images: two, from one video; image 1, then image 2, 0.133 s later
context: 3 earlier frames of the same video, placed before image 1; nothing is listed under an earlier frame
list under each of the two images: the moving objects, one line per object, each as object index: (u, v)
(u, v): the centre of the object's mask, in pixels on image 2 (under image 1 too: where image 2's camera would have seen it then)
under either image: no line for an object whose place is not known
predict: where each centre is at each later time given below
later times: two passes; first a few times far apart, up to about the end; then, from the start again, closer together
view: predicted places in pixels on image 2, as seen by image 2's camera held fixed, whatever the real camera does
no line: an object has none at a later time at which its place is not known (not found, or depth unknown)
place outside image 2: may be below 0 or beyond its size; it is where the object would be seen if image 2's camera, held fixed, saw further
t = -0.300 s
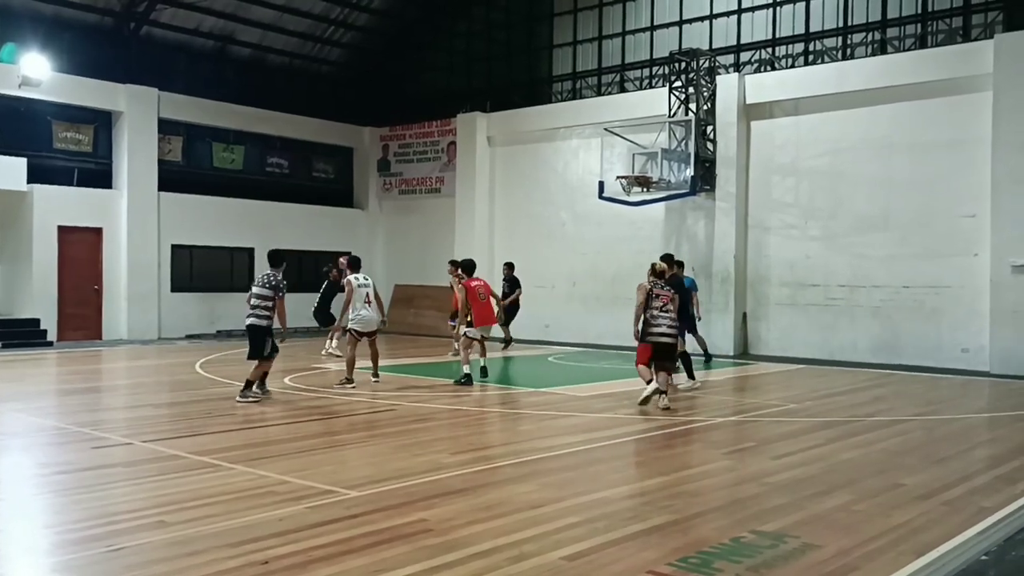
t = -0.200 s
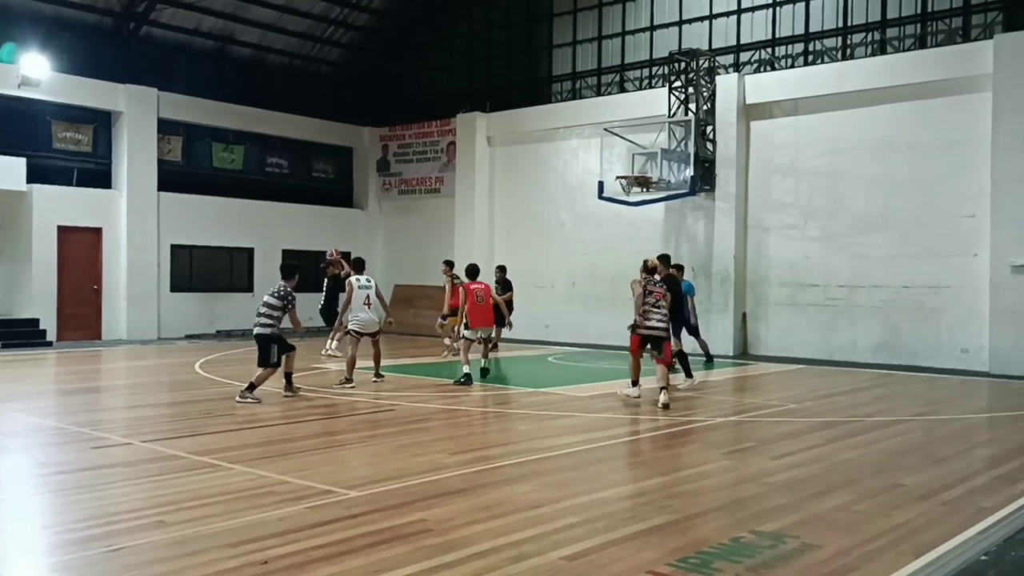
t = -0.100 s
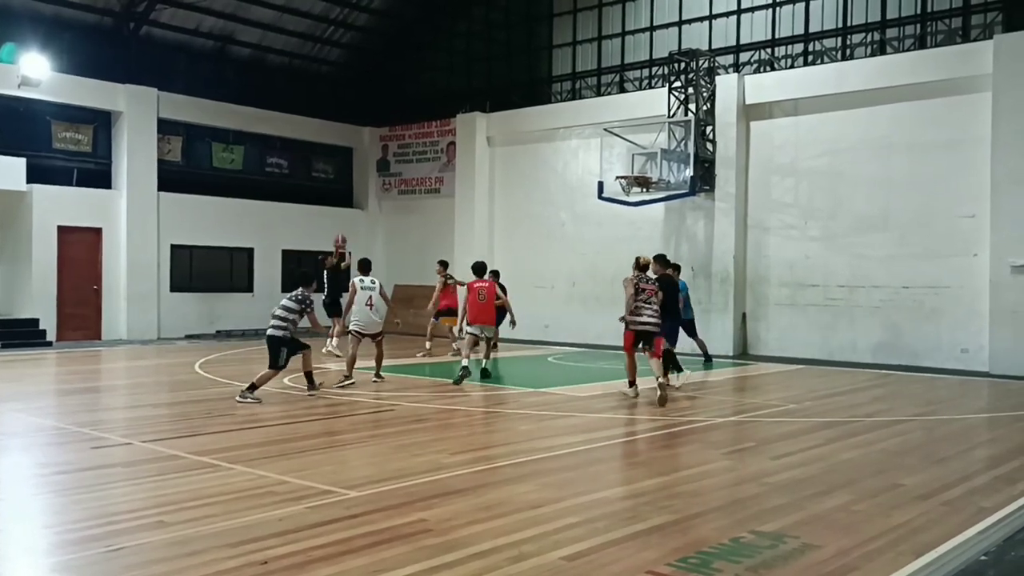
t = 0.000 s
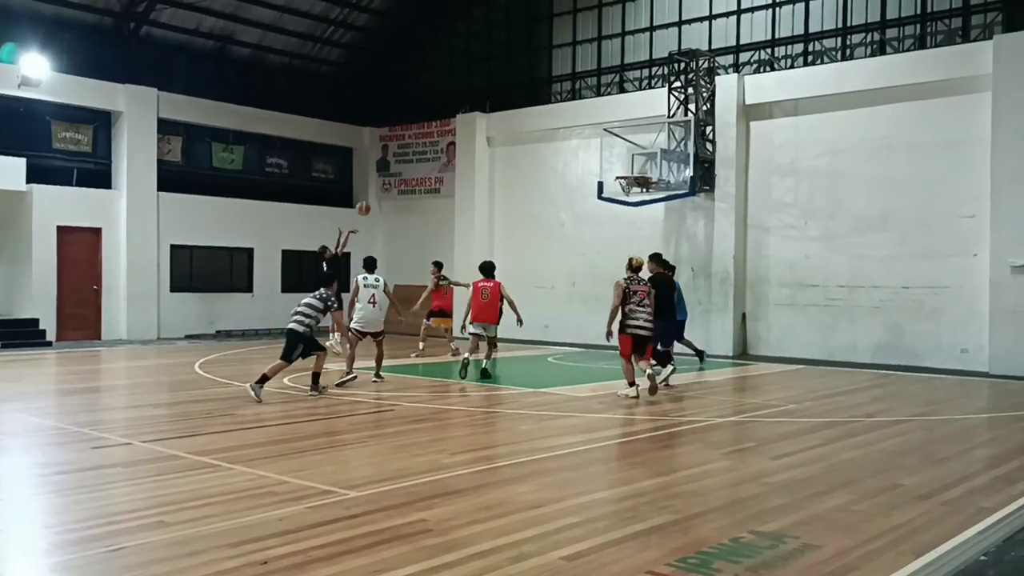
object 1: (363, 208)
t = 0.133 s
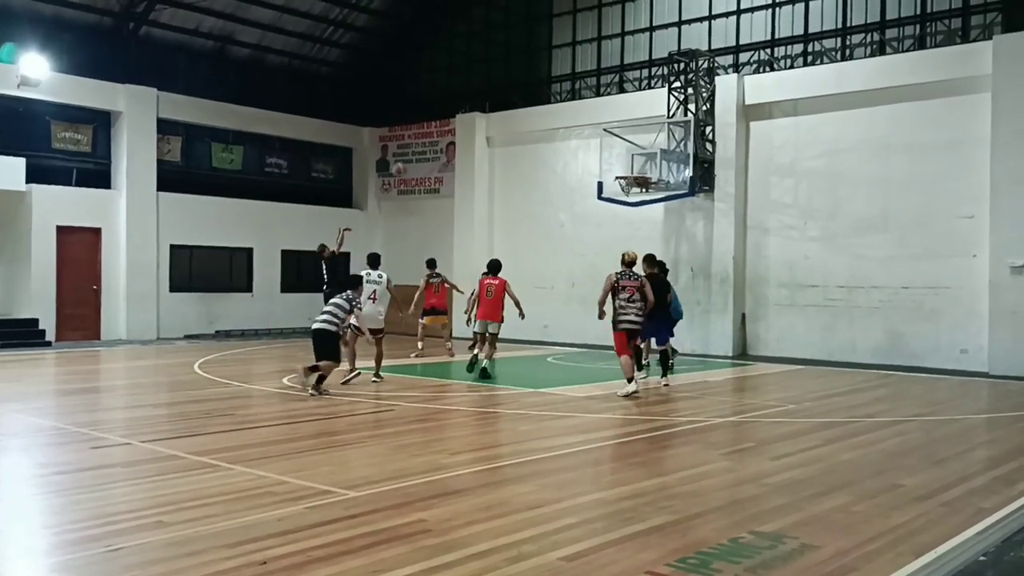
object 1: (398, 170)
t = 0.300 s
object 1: (444, 136)
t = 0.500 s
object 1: (498, 119)
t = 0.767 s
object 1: (567, 131)
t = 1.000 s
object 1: (624, 170)
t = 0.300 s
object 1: (444, 136)
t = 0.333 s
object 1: (454, 132)
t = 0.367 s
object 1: (463, 129)
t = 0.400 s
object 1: (472, 125)
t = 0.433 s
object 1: (481, 122)
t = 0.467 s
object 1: (490, 121)
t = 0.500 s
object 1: (498, 119)
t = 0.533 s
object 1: (507, 118)
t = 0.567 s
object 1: (516, 118)
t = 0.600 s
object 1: (524, 119)
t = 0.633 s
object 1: (533, 120)
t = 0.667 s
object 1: (542, 121)
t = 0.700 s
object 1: (550, 124)
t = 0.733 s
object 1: (559, 127)
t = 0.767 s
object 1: (567, 131)
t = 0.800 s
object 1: (575, 135)
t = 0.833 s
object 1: (584, 140)
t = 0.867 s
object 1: (593, 146)
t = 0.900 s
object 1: (601, 153)
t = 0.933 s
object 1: (609, 160)
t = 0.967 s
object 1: (618, 167)
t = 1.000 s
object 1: (624, 170)
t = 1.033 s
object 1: (629, 167)
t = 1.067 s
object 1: (635, 167)
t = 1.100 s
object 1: (639, 167)
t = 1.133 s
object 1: (643, 167)
